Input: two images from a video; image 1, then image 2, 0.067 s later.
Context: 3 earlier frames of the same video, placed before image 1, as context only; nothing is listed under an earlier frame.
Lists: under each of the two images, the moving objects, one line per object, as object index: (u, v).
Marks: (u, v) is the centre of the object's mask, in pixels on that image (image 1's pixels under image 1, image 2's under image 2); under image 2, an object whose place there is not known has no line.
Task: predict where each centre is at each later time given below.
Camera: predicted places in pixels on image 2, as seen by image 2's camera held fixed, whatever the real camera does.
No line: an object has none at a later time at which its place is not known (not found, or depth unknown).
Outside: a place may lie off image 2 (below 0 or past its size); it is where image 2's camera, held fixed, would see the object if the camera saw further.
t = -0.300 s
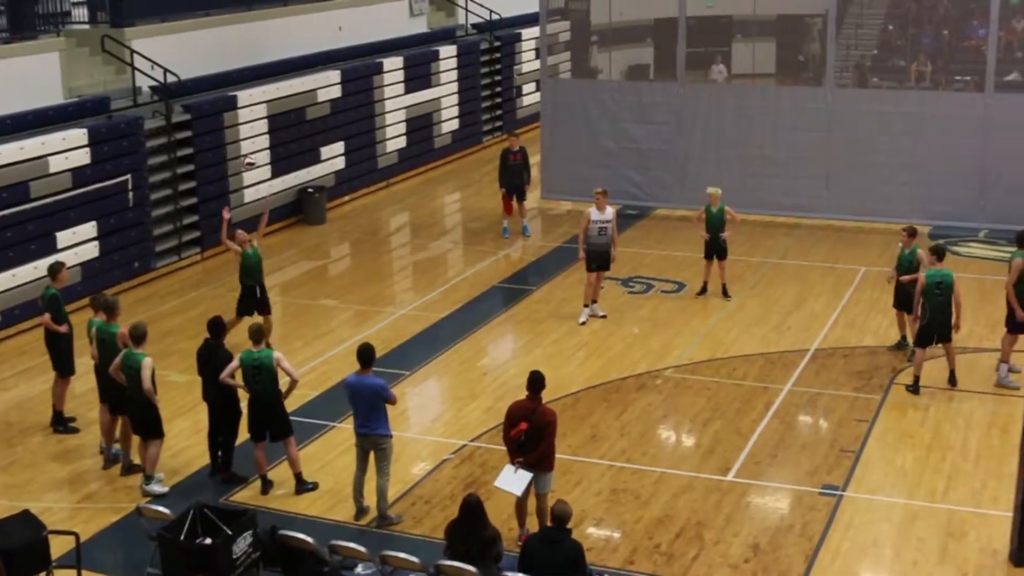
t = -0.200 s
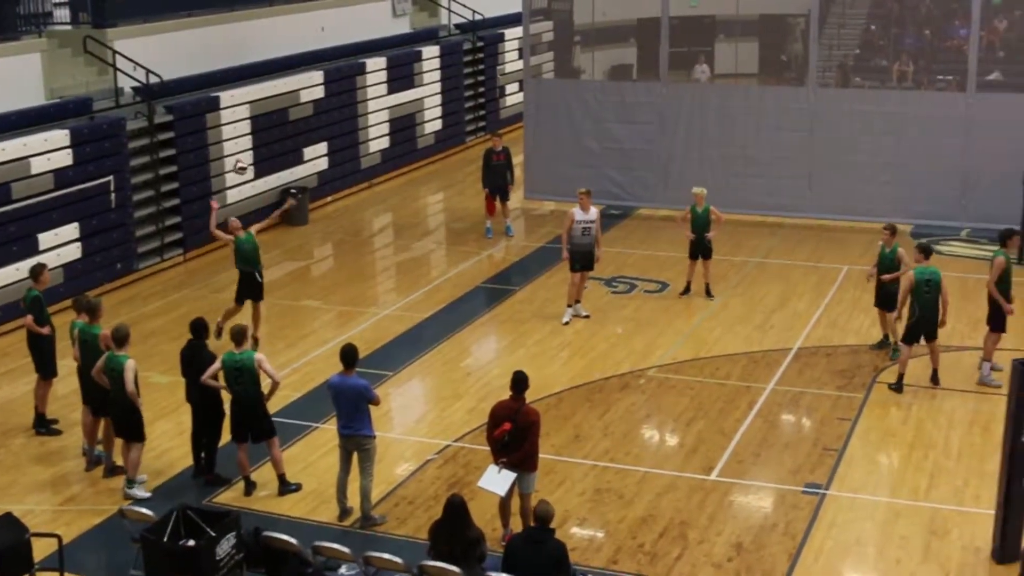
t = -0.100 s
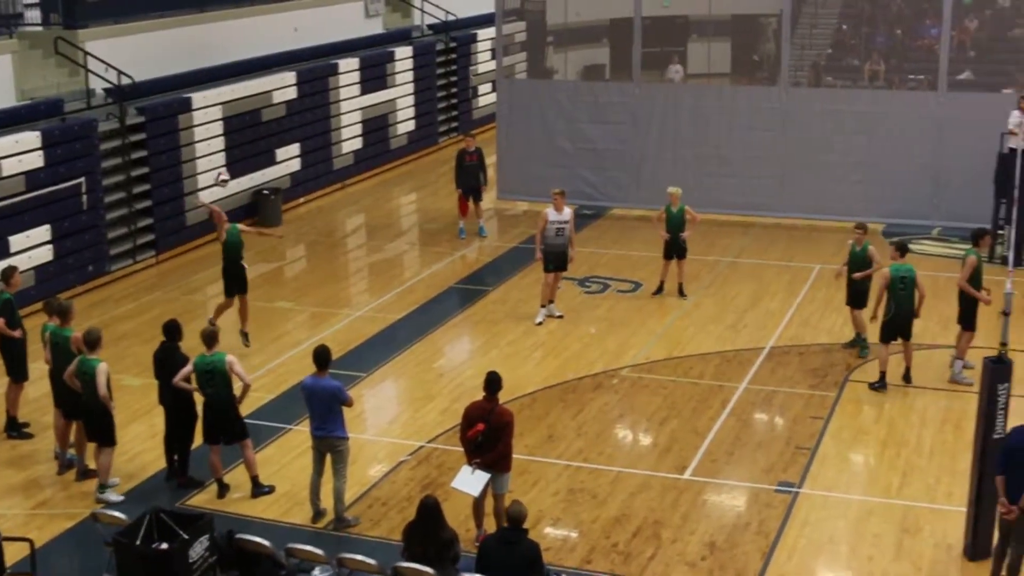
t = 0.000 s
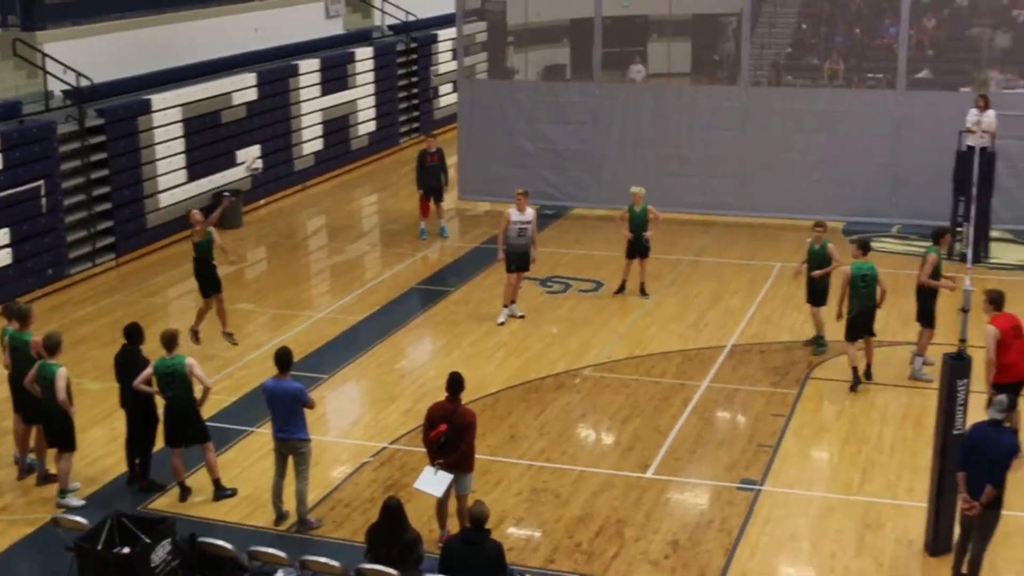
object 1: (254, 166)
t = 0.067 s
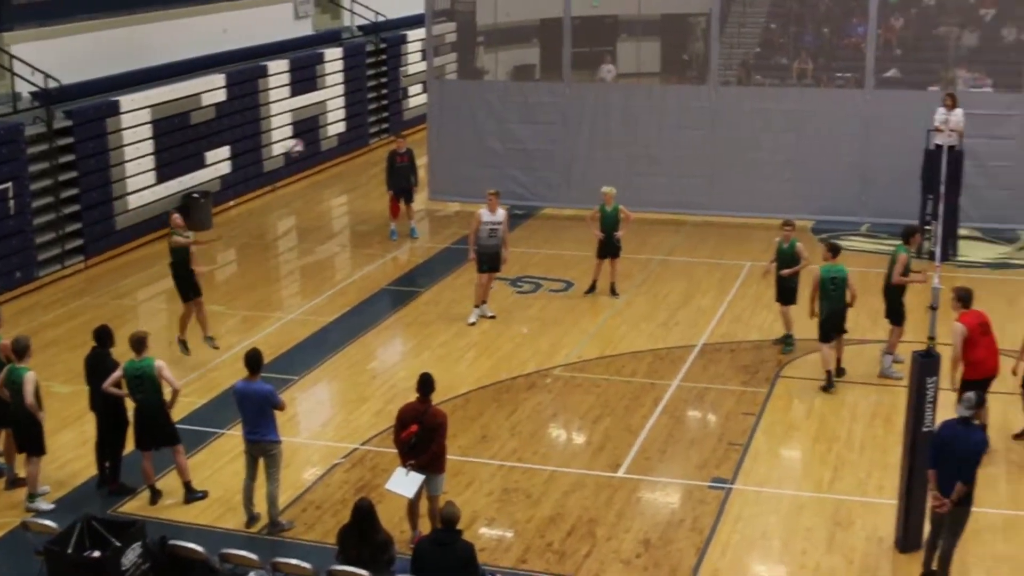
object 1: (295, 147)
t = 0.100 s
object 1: (329, 138)
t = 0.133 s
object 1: (363, 131)
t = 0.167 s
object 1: (398, 125)
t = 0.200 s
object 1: (432, 117)
